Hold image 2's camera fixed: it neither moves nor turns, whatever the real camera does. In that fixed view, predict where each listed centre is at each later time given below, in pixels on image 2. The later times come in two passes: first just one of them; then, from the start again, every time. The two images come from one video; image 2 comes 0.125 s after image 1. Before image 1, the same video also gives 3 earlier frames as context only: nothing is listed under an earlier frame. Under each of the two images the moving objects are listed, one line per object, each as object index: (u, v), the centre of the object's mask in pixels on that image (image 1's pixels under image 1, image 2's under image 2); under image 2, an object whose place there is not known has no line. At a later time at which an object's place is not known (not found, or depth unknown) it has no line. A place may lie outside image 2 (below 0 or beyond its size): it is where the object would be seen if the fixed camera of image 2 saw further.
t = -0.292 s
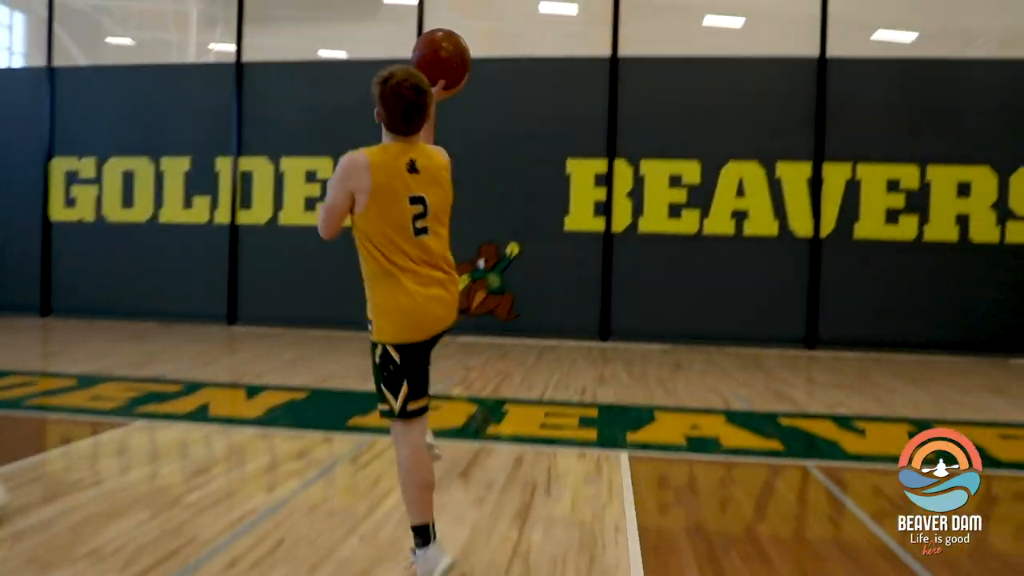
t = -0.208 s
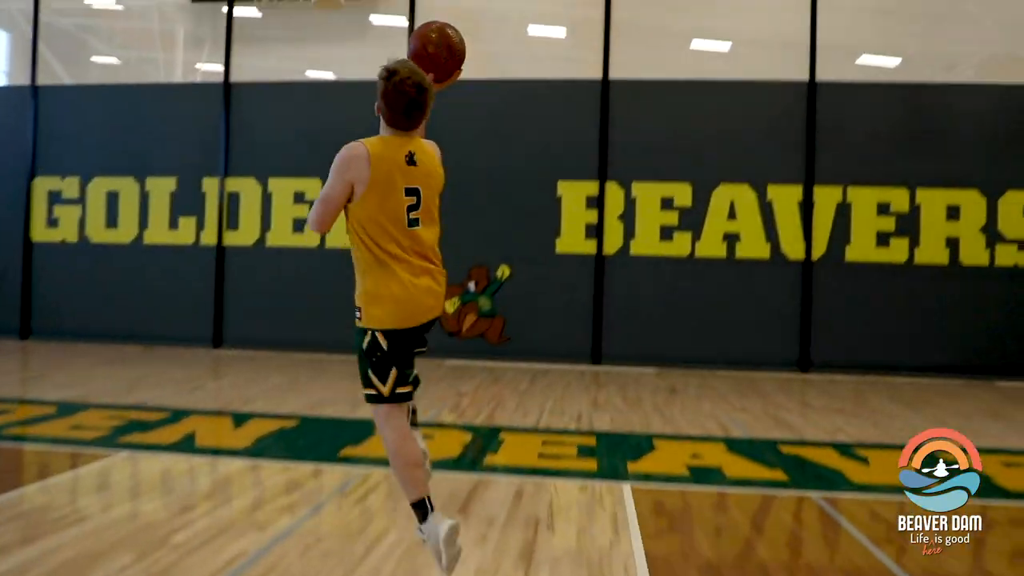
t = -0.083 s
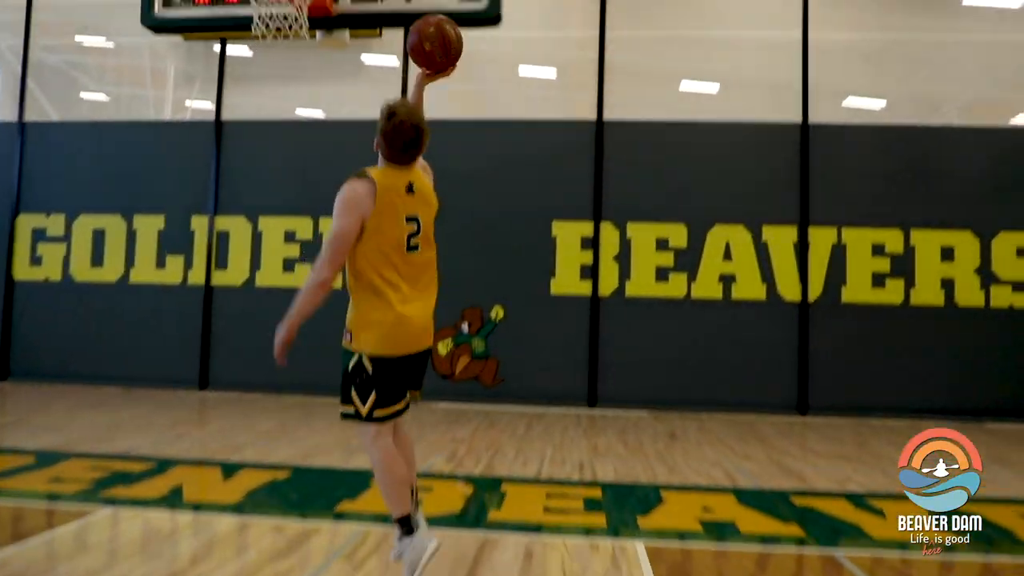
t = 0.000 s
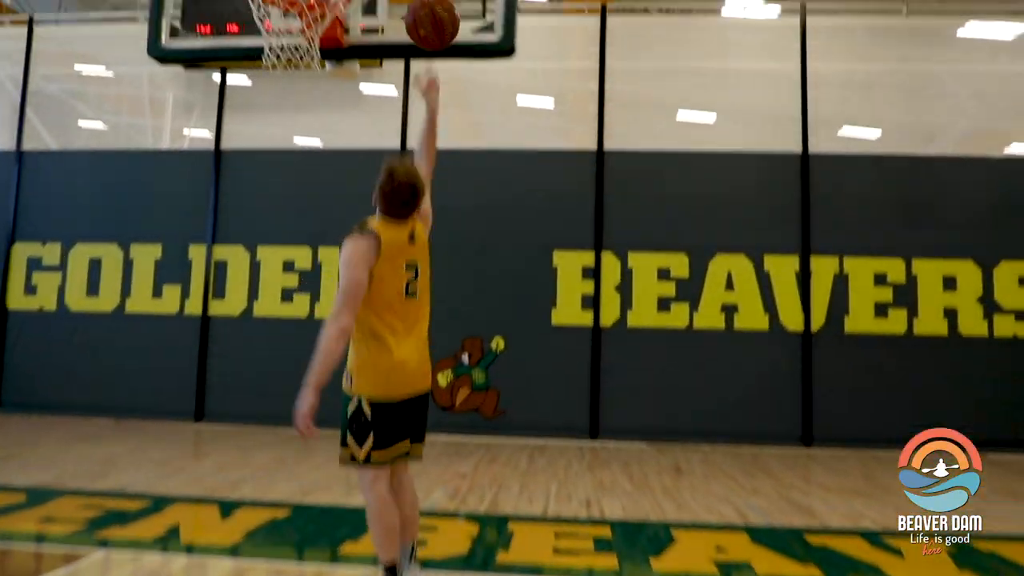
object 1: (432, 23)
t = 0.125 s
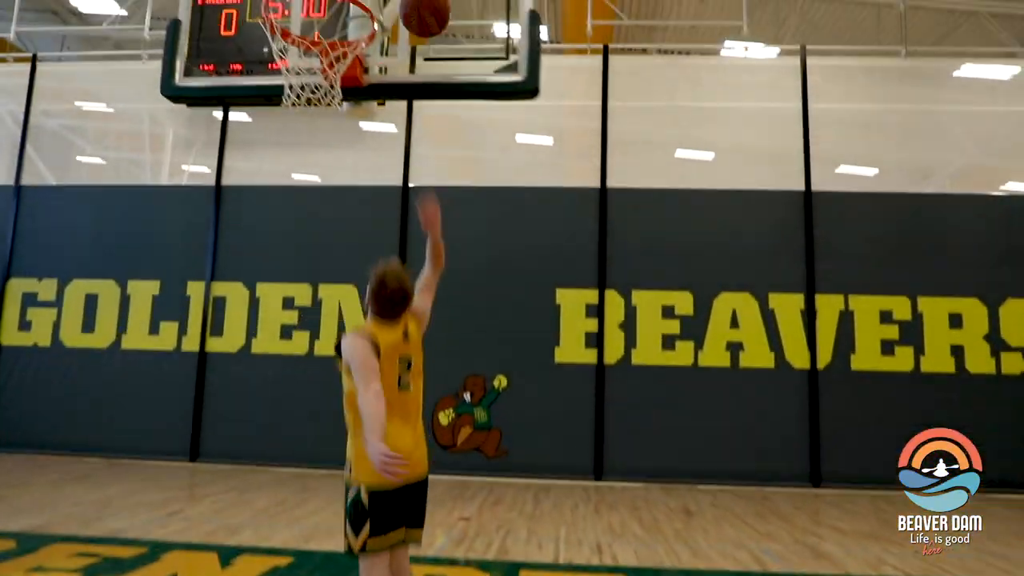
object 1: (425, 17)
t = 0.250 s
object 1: (410, -13)
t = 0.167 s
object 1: (420, 8)
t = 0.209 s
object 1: (415, -1)
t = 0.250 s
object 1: (410, -13)
